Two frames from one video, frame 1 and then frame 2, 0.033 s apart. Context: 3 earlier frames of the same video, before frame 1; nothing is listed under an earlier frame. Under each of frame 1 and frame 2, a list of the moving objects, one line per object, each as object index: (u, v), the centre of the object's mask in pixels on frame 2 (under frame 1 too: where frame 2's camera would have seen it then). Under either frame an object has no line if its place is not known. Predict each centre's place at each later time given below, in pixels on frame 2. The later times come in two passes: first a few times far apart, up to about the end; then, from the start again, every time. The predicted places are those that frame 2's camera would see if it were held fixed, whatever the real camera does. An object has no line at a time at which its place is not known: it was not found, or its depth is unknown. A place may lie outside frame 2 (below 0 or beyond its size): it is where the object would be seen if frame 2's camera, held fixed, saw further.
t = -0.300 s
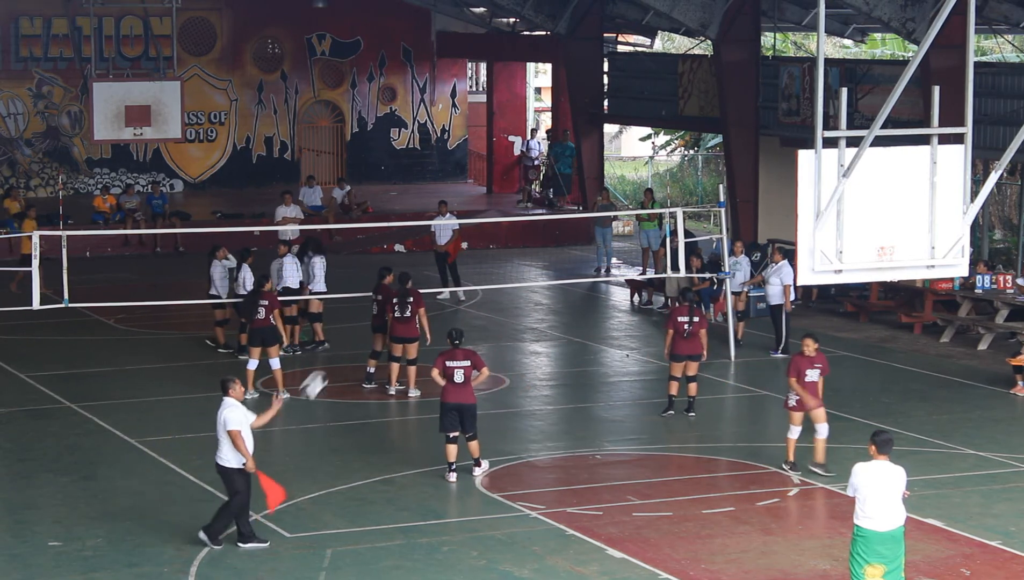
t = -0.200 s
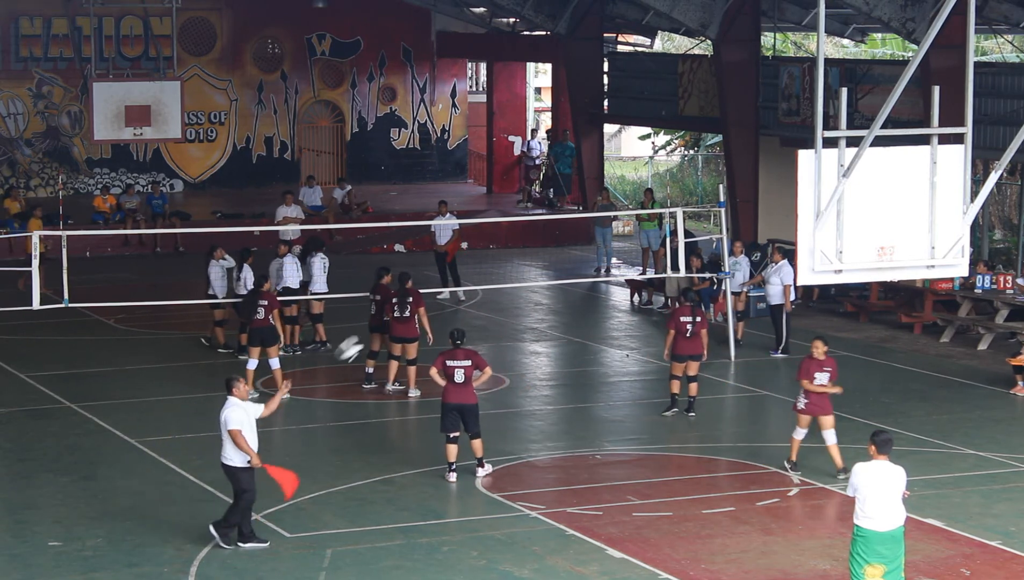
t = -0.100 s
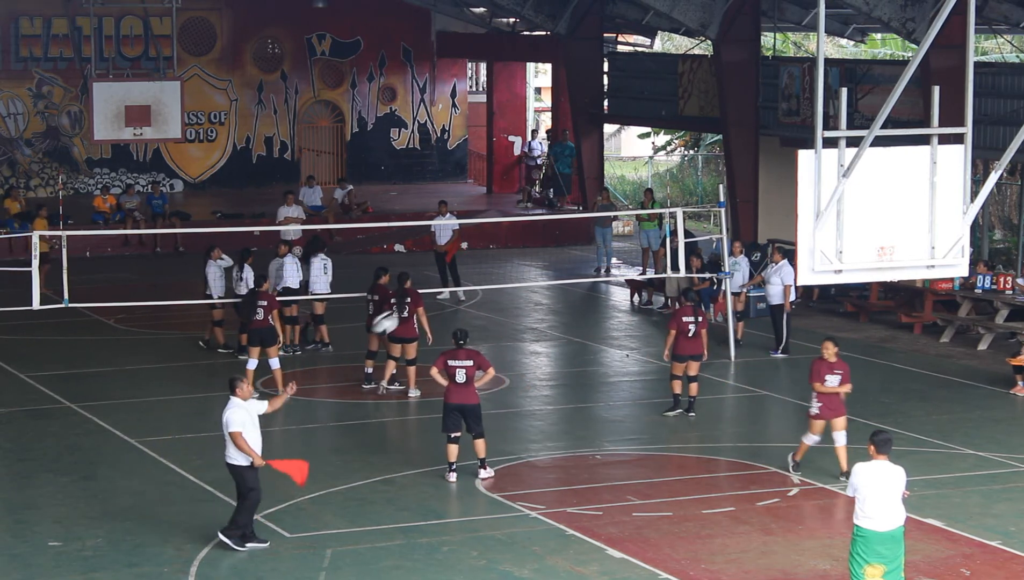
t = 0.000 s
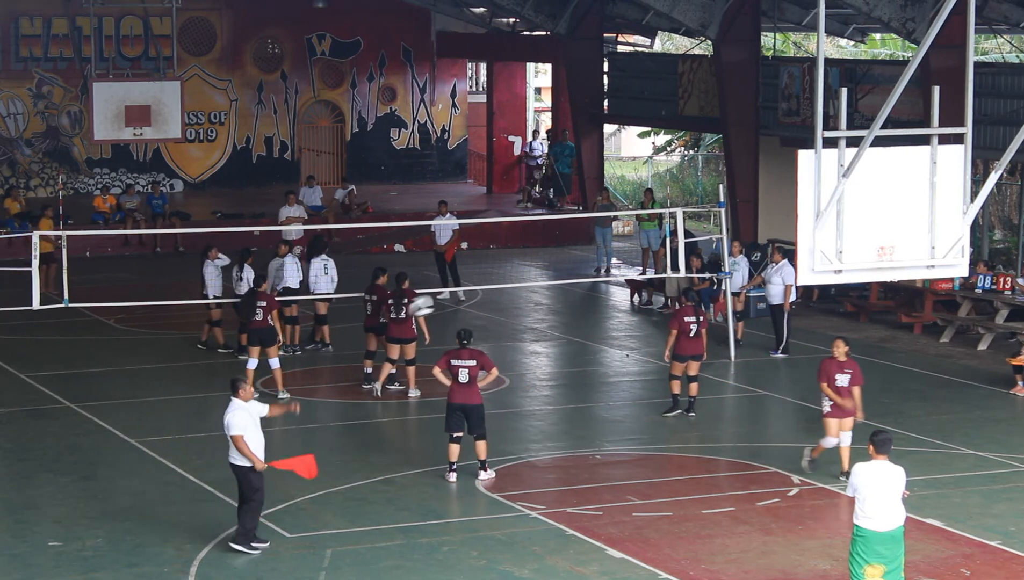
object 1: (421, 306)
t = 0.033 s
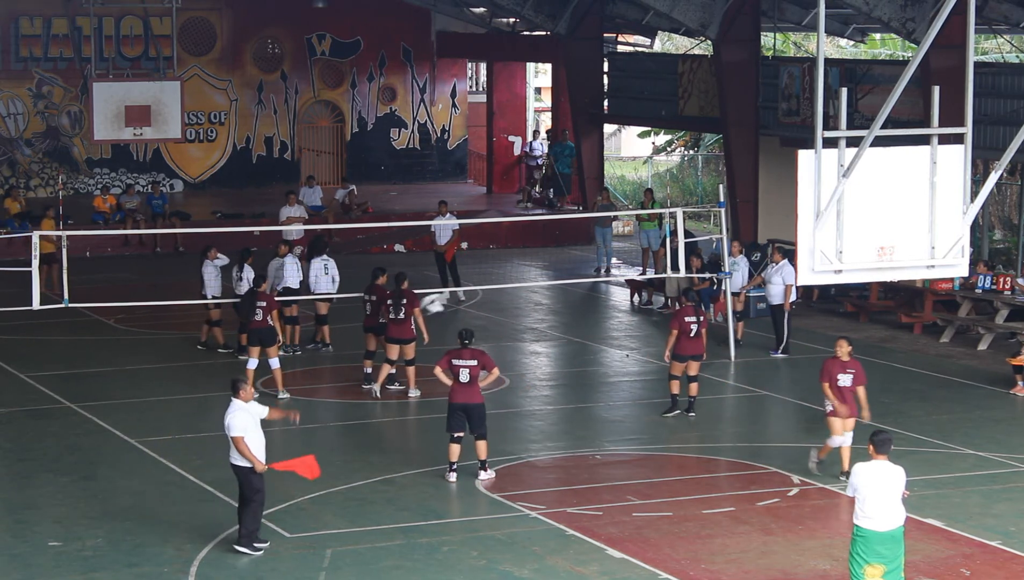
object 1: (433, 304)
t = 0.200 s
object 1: (492, 302)
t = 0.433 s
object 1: (570, 347)
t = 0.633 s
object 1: (634, 423)
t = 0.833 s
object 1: (692, 487)
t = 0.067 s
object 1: (444, 301)
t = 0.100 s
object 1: (456, 300)
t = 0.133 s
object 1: (468, 298)
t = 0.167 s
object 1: (480, 300)
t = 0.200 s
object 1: (492, 302)
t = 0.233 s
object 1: (501, 306)
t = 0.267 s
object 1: (513, 309)
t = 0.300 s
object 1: (524, 315)
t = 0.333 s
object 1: (536, 321)
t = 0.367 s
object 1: (548, 328)
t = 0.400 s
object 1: (560, 336)
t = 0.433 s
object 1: (570, 347)
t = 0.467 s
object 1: (581, 356)
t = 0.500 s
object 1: (592, 367)
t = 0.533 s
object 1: (602, 379)
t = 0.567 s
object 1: (614, 393)
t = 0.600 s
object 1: (625, 408)
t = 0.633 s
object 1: (634, 423)
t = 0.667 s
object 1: (645, 438)
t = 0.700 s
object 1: (656, 456)
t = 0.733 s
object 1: (666, 473)
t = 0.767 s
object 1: (677, 492)
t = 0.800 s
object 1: (687, 502)
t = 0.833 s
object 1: (692, 487)
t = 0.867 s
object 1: (699, 471)
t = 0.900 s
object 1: (706, 456)
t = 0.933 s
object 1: (713, 442)
